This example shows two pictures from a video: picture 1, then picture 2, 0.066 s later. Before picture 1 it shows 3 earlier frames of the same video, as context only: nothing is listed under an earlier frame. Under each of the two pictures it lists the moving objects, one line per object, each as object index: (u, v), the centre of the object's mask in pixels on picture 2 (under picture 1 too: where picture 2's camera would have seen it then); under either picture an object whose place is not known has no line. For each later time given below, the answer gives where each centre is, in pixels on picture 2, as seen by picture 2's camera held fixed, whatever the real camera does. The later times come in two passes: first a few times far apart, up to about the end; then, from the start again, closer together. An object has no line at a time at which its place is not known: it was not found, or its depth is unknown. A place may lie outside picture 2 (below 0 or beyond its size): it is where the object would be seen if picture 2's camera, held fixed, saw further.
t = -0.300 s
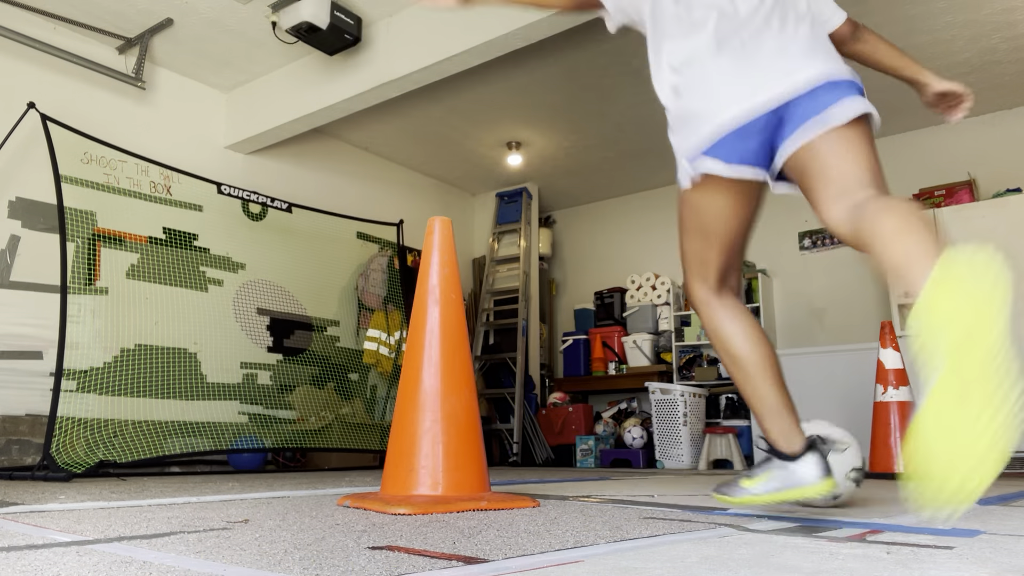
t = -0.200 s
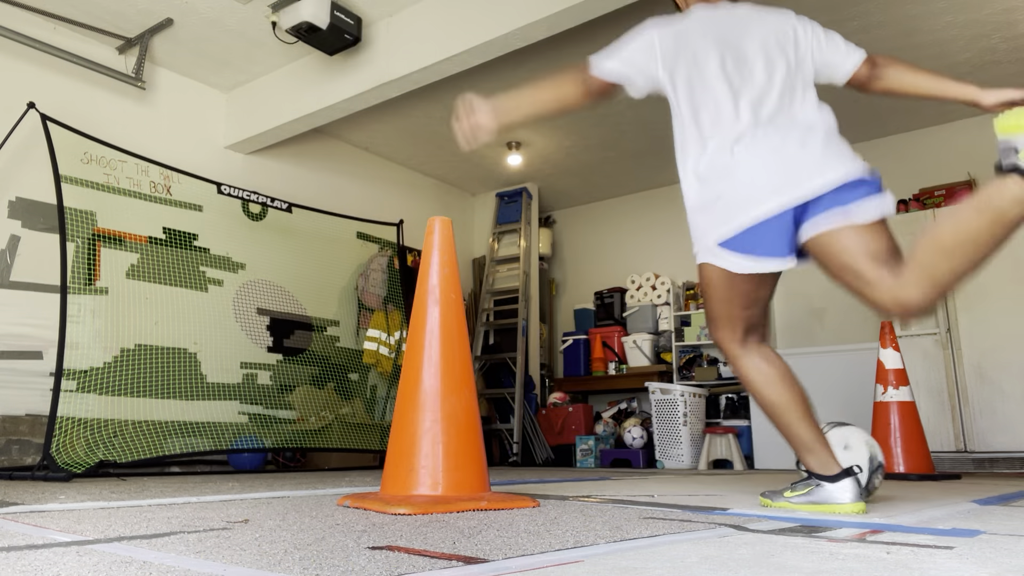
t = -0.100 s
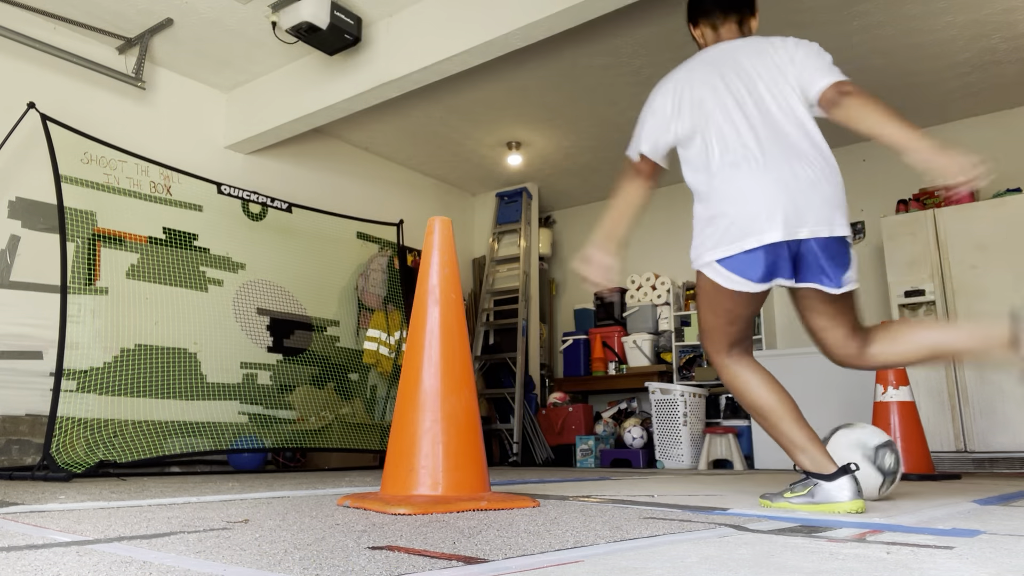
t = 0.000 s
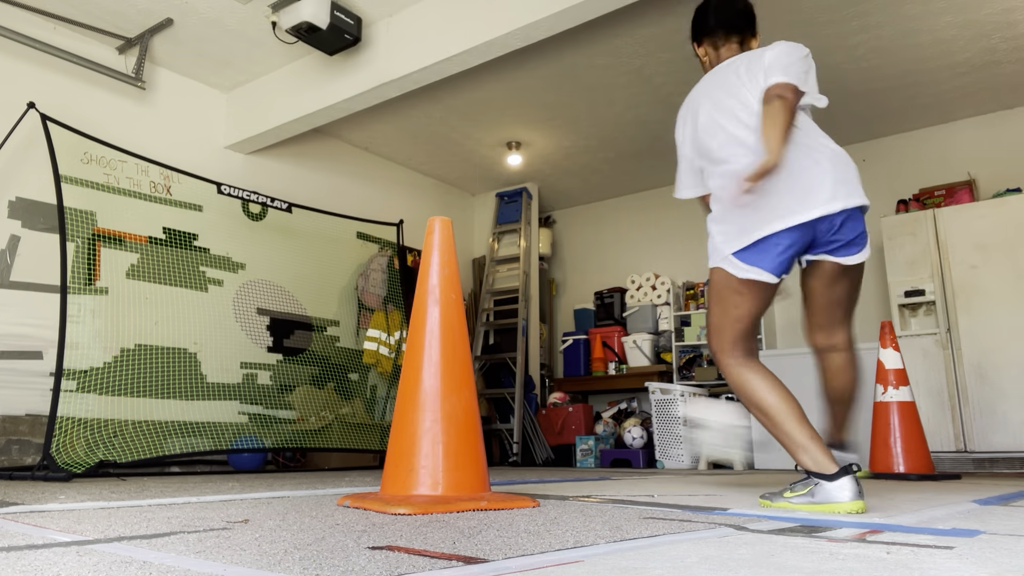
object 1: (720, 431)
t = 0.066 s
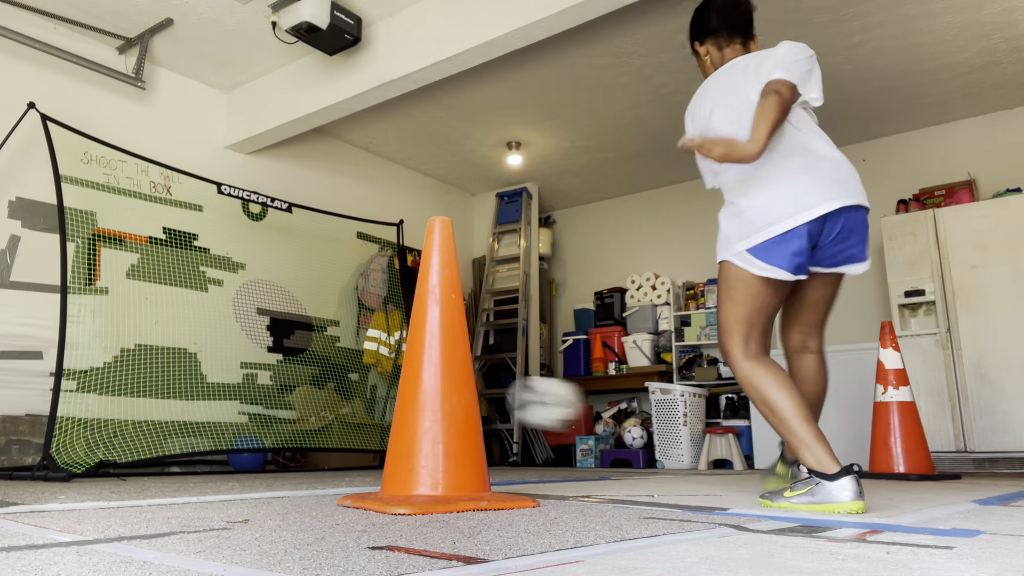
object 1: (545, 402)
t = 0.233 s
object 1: (302, 399)
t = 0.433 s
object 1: (284, 369)
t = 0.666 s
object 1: (396, 266)
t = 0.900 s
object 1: (526, 247)
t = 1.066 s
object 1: (641, 304)
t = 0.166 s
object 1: (376, 392)
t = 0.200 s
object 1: (338, 394)
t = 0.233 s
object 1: (302, 399)
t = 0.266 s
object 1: (274, 404)
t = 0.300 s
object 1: (260, 406)
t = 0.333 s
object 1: (258, 406)
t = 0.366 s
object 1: (261, 401)
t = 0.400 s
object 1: (271, 388)
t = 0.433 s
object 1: (284, 369)
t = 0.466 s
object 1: (298, 349)
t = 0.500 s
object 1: (312, 333)
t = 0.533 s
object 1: (328, 316)
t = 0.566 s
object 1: (345, 302)
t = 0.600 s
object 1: (363, 287)
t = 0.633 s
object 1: (378, 276)
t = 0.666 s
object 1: (396, 266)
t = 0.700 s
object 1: (408, 258)
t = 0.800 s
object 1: (470, 243)
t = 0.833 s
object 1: (487, 244)
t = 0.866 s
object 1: (505, 244)
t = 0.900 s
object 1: (526, 247)
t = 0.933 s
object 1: (548, 252)
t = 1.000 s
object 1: (593, 271)
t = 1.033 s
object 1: (615, 285)
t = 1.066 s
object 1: (641, 304)
